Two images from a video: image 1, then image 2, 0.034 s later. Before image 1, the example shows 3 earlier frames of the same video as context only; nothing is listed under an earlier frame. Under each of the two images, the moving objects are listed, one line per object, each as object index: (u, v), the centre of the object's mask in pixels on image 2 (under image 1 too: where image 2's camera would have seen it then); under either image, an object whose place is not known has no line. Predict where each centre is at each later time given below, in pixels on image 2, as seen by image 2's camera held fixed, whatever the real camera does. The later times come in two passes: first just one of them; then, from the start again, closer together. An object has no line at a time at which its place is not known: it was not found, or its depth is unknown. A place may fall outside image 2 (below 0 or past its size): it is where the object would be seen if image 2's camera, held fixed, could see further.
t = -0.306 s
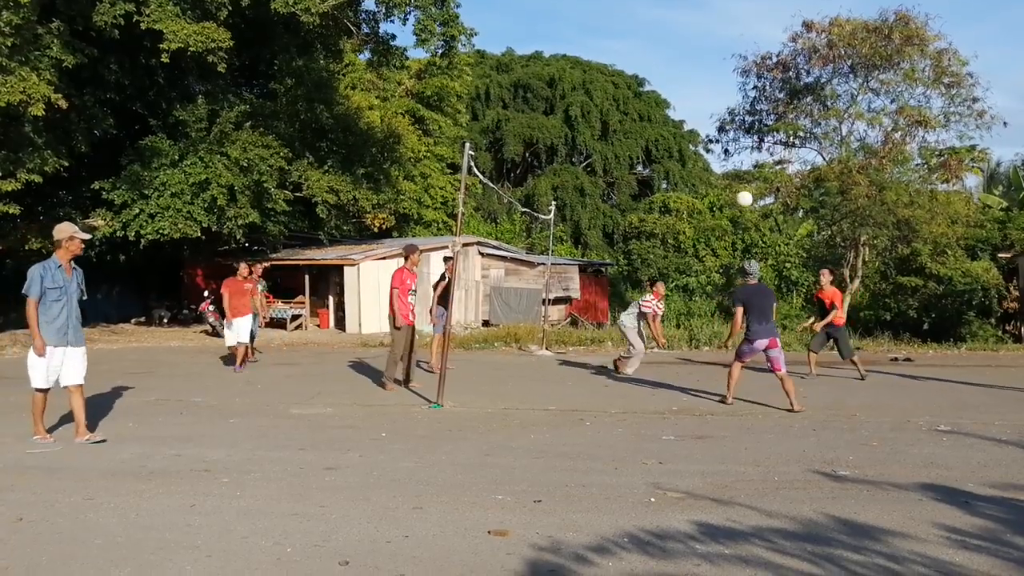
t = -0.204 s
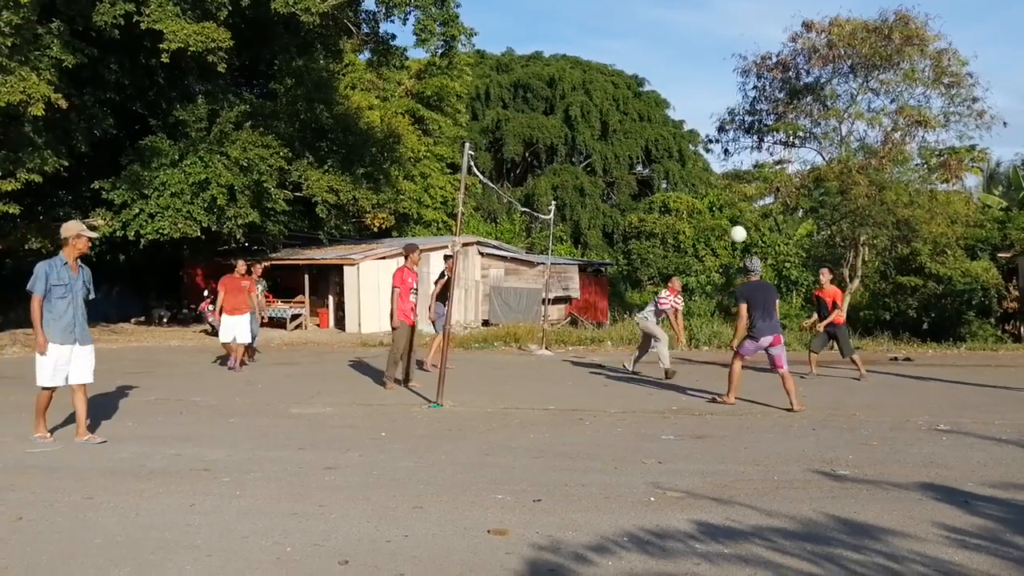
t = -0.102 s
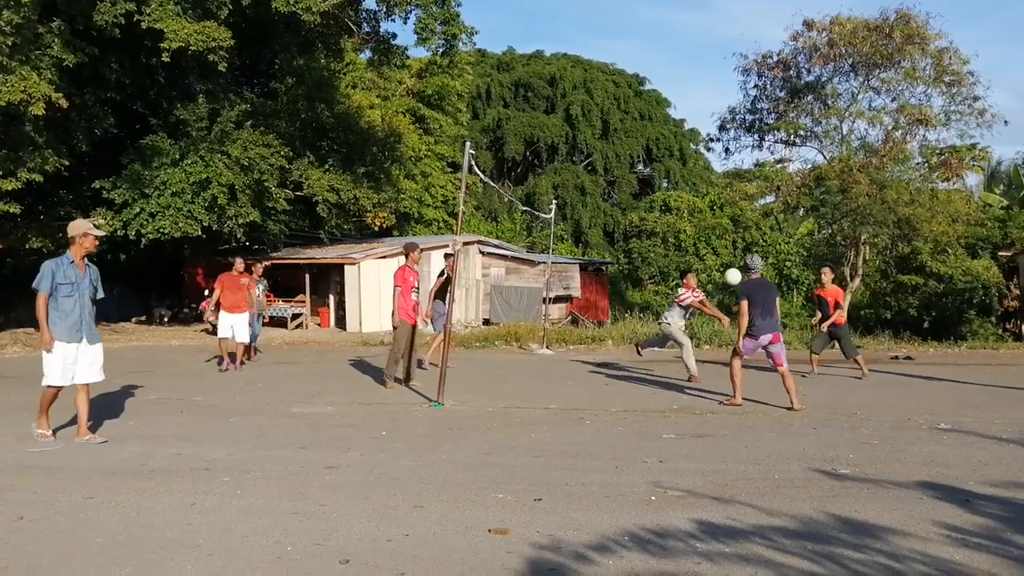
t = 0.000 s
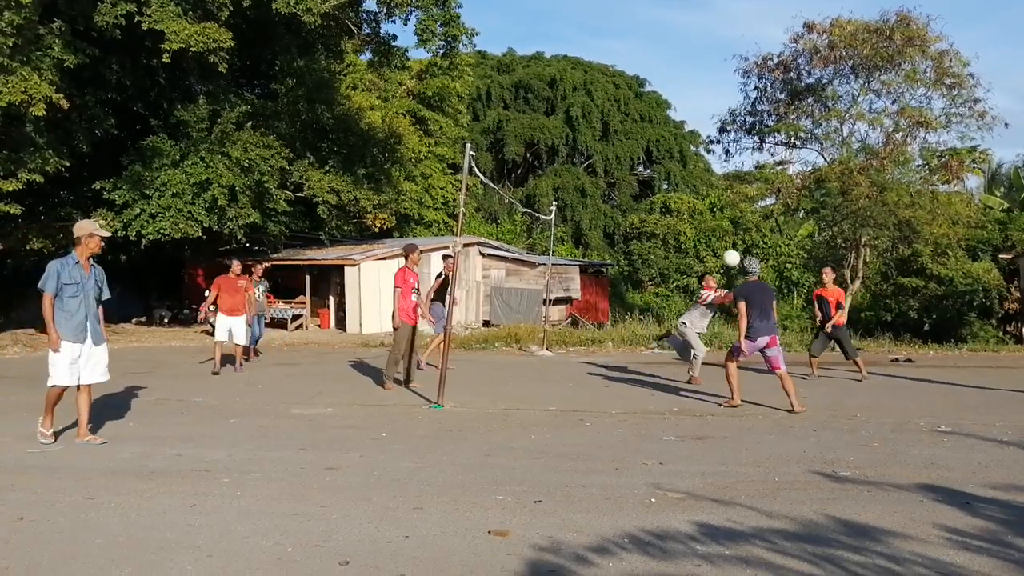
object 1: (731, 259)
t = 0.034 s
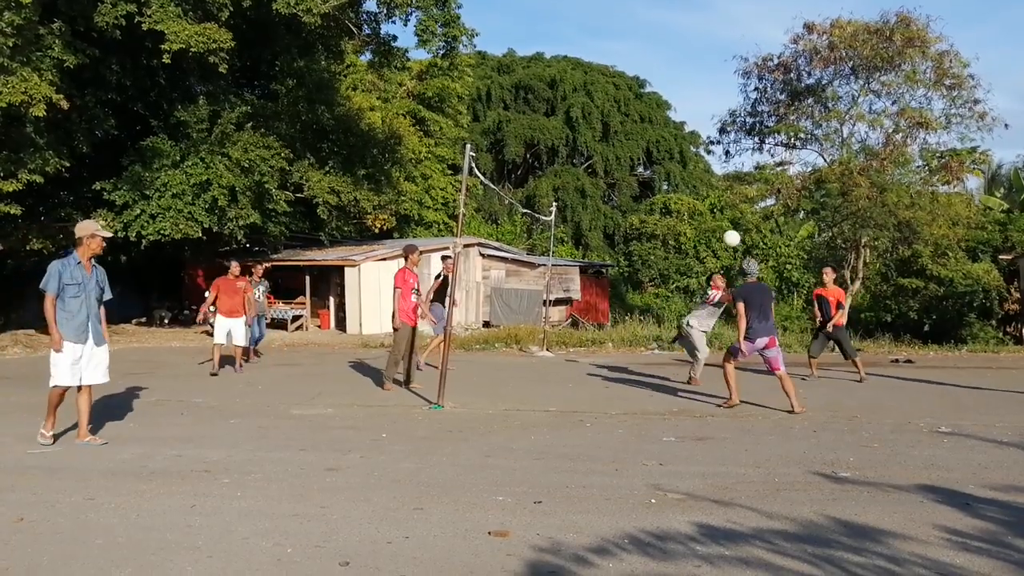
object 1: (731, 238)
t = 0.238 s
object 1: (732, 130)
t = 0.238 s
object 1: (732, 130)
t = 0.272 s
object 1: (732, 115)
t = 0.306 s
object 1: (732, 100)
